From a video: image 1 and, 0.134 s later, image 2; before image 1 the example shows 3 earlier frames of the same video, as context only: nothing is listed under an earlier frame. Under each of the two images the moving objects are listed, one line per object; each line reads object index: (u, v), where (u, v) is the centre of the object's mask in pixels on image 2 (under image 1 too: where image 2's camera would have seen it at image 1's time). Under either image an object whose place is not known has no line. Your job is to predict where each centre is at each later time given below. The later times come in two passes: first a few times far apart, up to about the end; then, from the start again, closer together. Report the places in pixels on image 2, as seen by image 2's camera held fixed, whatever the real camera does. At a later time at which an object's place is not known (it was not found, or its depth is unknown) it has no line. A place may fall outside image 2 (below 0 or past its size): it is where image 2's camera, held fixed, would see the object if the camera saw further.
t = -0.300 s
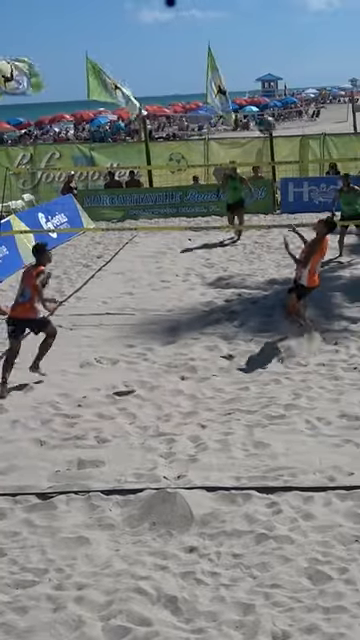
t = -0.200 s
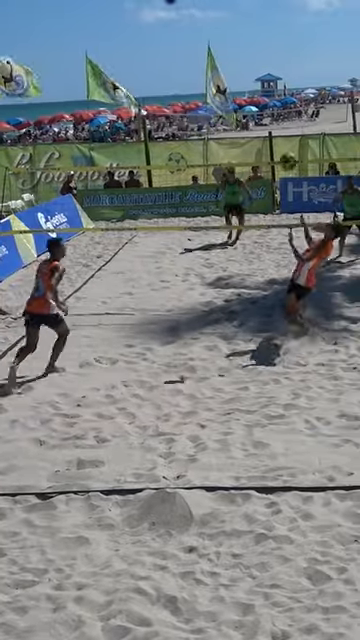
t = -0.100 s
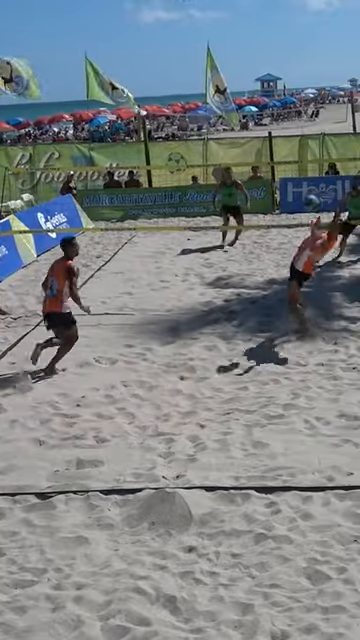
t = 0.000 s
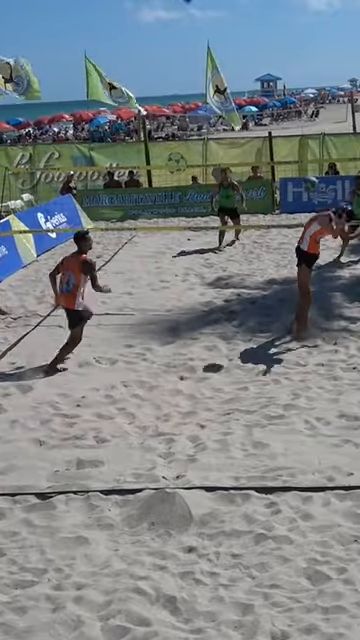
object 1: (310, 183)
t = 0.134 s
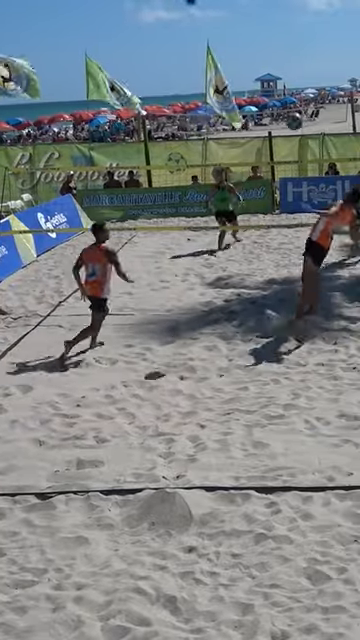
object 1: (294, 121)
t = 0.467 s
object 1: (259, 25)
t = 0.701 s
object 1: (240, 11)
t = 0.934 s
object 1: (226, 39)
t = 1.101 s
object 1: (218, 83)
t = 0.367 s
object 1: (269, 45)
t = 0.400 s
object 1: (265, 38)
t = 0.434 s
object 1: (262, 31)
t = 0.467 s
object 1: (259, 25)
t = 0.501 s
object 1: (256, 20)
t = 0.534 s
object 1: (253, 17)
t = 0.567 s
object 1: (250, 14)
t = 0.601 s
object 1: (248, 12)
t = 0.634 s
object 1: (245, 11)
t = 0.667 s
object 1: (242, 11)
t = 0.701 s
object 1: (240, 11)
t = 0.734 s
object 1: (238, 13)
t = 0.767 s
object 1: (236, 15)
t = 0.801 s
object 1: (233, 18)
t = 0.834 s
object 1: (231, 22)
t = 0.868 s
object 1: (229, 27)
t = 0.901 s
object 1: (227, 32)
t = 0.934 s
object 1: (226, 39)
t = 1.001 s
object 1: (222, 54)
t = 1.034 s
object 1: (221, 63)
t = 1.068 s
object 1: (219, 72)
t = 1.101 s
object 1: (218, 83)
